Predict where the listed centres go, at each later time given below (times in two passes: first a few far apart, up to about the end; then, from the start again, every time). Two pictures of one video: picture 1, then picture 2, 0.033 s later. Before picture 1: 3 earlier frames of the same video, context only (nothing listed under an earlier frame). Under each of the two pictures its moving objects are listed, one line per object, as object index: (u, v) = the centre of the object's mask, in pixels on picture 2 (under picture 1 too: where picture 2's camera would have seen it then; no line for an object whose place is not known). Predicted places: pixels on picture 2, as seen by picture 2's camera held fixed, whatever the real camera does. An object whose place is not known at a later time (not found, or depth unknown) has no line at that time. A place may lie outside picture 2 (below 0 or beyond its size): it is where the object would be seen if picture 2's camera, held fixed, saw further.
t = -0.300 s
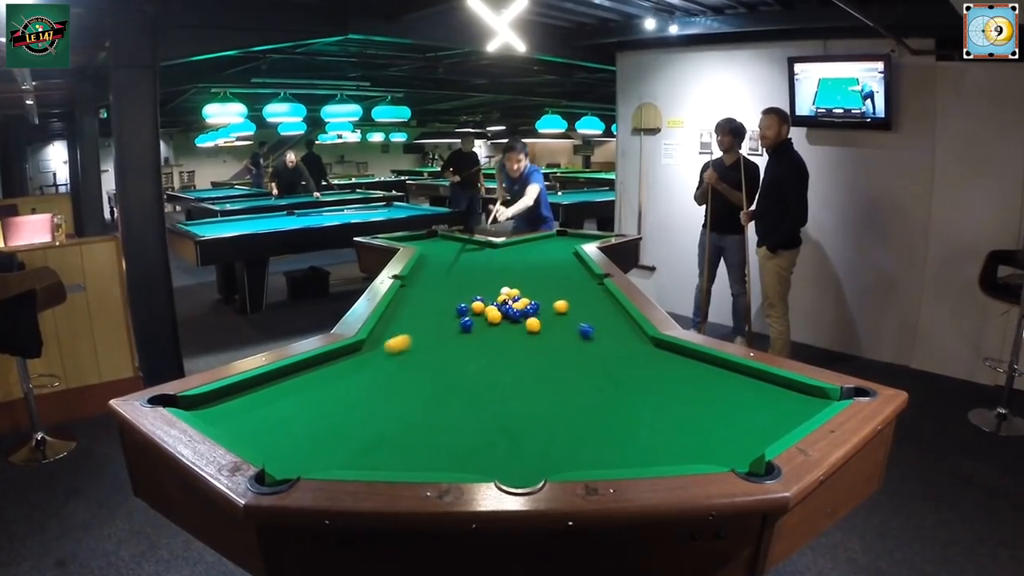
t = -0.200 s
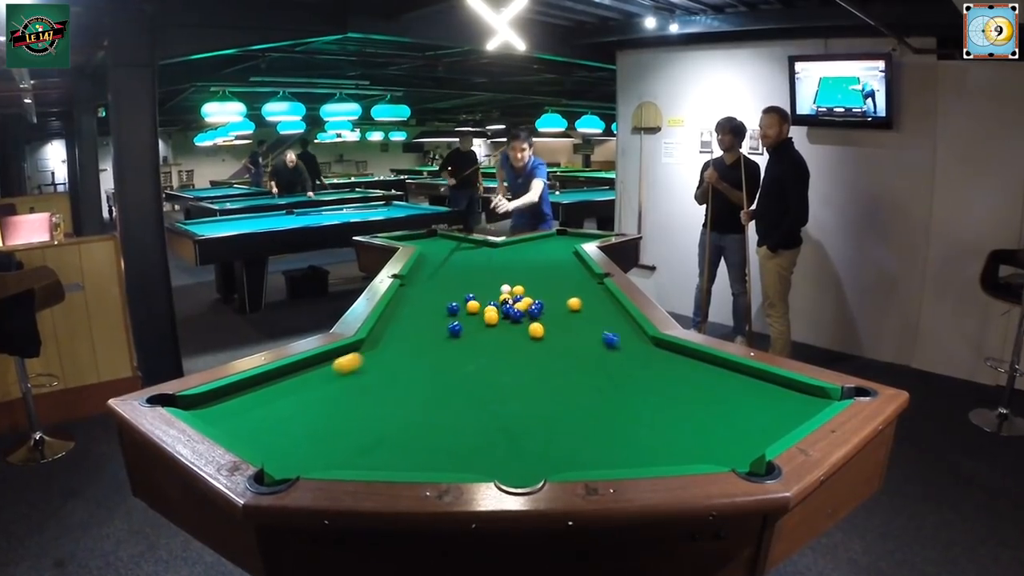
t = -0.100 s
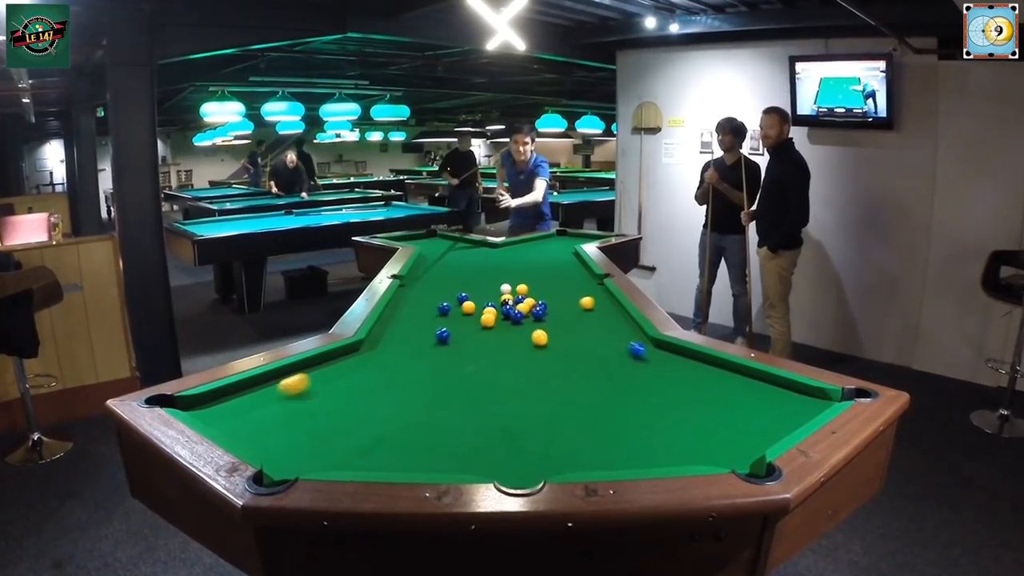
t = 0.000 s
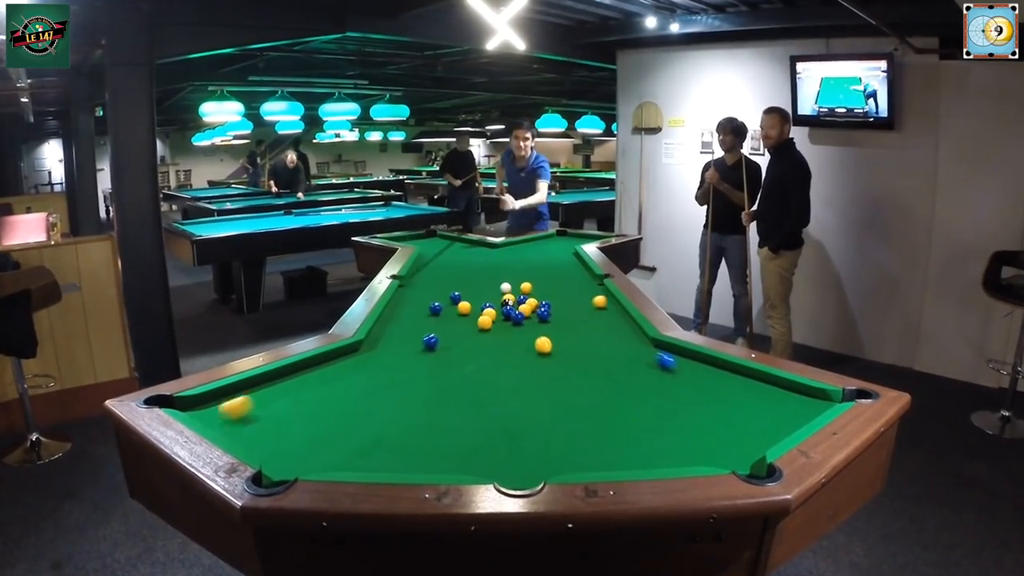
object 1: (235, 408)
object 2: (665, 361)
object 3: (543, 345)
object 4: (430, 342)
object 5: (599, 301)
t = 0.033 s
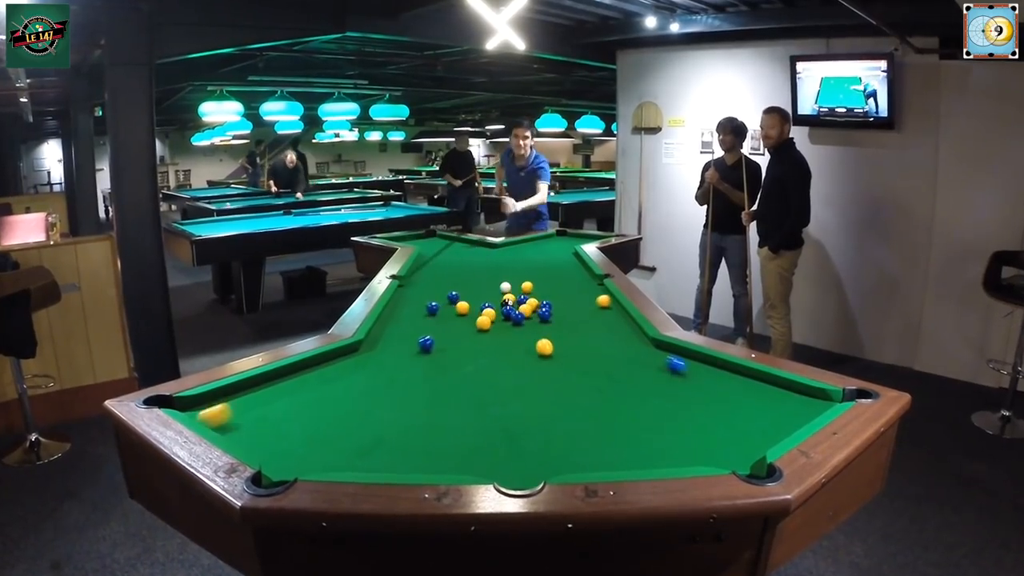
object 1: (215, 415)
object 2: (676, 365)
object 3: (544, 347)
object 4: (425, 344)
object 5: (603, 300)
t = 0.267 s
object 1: (290, 390)
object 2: (753, 393)
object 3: (554, 365)
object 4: (394, 358)
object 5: (598, 297)
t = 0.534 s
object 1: (359, 364)
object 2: (786, 405)
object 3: (567, 388)
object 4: (355, 377)
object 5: (579, 294)
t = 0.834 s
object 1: (419, 345)
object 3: (583, 418)
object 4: (306, 399)
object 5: (561, 292)
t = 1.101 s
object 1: (442, 332)
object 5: (546, 289)
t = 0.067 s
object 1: (210, 417)
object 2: (686, 369)
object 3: (545, 349)
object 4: (421, 346)
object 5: (607, 300)
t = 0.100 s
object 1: (226, 412)
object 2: (697, 373)
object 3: (547, 352)
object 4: (417, 348)
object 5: (611, 300)
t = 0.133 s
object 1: (241, 407)
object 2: (707, 376)
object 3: (548, 355)
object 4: (412, 350)
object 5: (609, 299)
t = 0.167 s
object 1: (255, 403)
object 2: (718, 380)
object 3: (550, 357)
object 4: (408, 352)
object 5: (606, 299)
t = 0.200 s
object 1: (268, 398)
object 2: (730, 385)
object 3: (551, 360)
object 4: (404, 354)
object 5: (603, 298)
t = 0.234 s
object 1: (280, 394)
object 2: (741, 388)
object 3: (553, 362)
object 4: (399, 356)
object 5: (601, 298)
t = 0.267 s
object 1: (290, 390)
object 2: (753, 393)
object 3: (554, 365)
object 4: (394, 358)
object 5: (598, 297)
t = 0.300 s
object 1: (300, 387)
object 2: (765, 397)
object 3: (555, 368)
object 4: (390, 360)
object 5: (596, 297)
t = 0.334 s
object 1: (310, 384)
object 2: (777, 401)
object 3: (557, 370)
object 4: (385, 362)
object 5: (593, 297)
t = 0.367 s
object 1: (318, 381)
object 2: (790, 405)
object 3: (559, 373)
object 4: (381, 365)
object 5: (591, 296)
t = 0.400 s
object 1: (327, 378)
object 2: (803, 410)
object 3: (560, 376)
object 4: (376, 367)
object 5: (589, 296)
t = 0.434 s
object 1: (335, 375)
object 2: (810, 411)
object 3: (562, 379)
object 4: (371, 369)
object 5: (586, 296)
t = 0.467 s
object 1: (342, 372)
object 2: (804, 410)
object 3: (564, 382)
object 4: (365, 372)
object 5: (584, 295)
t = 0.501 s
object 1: (348, 368)
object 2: (794, 407)
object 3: (565, 385)
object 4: (360, 374)
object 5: (582, 295)
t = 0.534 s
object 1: (359, 364)
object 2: (786, 405)
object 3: (567, 388)
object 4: (355, 377)
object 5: (579, 294)
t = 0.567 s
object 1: (366, 364)
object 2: (779, 402)
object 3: (569, 391)
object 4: (350, 379)
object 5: (577, 294)
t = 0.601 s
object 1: (373, 361)
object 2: (772, 400)
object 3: (570, 394)
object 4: (345, 382)
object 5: (575, 294)
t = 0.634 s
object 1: (379, 359)
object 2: (766, 398)
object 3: (572, 398)
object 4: (339, 384)
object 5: (573, 293)
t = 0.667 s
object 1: (387, 357)
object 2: (760, 396)
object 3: (574, 401)
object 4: (334, 387)
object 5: (571, 293)
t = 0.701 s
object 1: (393, 354)
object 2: (753, 394)
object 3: (576, 404)
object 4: (329, 389)
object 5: (569, 293)
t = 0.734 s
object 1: (400, 352)
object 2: (748, 393)
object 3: (577, 408)
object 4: (323, 392)
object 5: (567, 292)
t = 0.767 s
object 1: (406, 350)
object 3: (579, 411)
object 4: (317, 394)
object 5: (565, 292)
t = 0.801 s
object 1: (413, 348)
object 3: (581, 414)
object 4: (311, 397)
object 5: (563, 292)
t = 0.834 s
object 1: (419, 345)
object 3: (583, 418)
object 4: (306, 399)
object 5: (561, 292)
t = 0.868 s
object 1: (425, 343)
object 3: (585, 422)
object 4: (300, 402)
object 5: (559, 291)
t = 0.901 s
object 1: (430, 341)
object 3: (587, 425)
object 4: (293, 405)
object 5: (557, 291)
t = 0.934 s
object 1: (436, 339)
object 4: (288, 407)
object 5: (555, 291)
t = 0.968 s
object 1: (442, 337)
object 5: (553, 290)
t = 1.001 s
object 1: (443, 336)
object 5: (551, 290)
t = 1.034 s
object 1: (442, 335)
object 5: (549, 290)
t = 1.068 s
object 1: (442, 333)
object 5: (548, 290)
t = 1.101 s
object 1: (442, 332)
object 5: (546, 289)
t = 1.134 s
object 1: (442, 331)
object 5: (544, 289)
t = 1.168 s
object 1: (442, 329)
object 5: (542, 289)
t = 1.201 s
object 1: (442, 328)
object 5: (540, 289)
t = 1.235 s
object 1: (443, 327)
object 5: (539, 288)
